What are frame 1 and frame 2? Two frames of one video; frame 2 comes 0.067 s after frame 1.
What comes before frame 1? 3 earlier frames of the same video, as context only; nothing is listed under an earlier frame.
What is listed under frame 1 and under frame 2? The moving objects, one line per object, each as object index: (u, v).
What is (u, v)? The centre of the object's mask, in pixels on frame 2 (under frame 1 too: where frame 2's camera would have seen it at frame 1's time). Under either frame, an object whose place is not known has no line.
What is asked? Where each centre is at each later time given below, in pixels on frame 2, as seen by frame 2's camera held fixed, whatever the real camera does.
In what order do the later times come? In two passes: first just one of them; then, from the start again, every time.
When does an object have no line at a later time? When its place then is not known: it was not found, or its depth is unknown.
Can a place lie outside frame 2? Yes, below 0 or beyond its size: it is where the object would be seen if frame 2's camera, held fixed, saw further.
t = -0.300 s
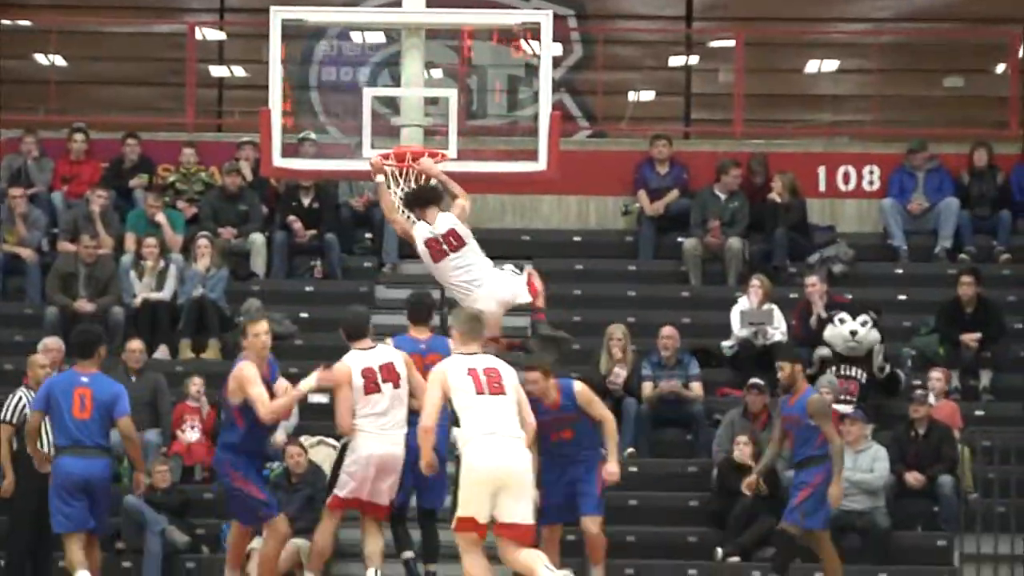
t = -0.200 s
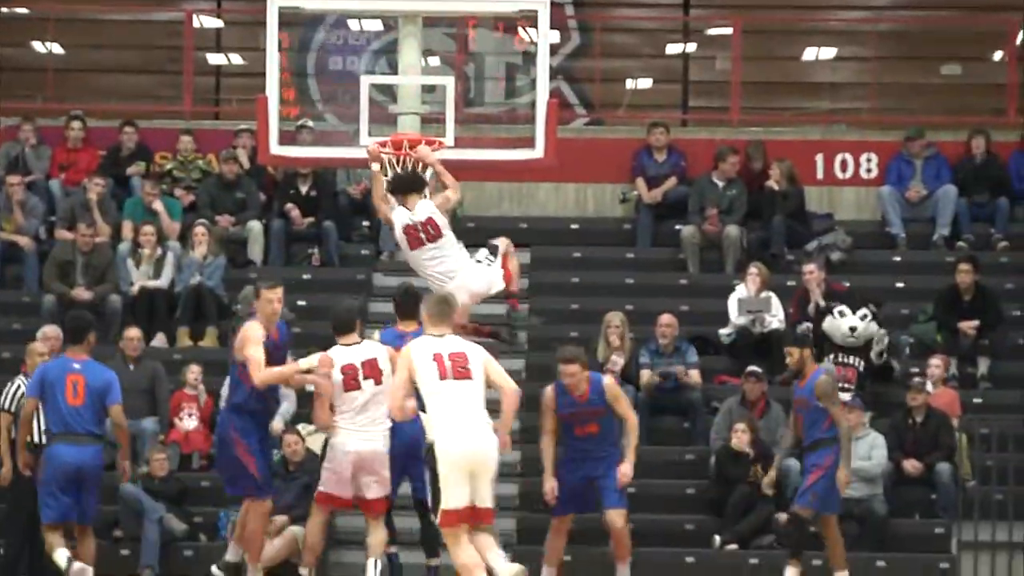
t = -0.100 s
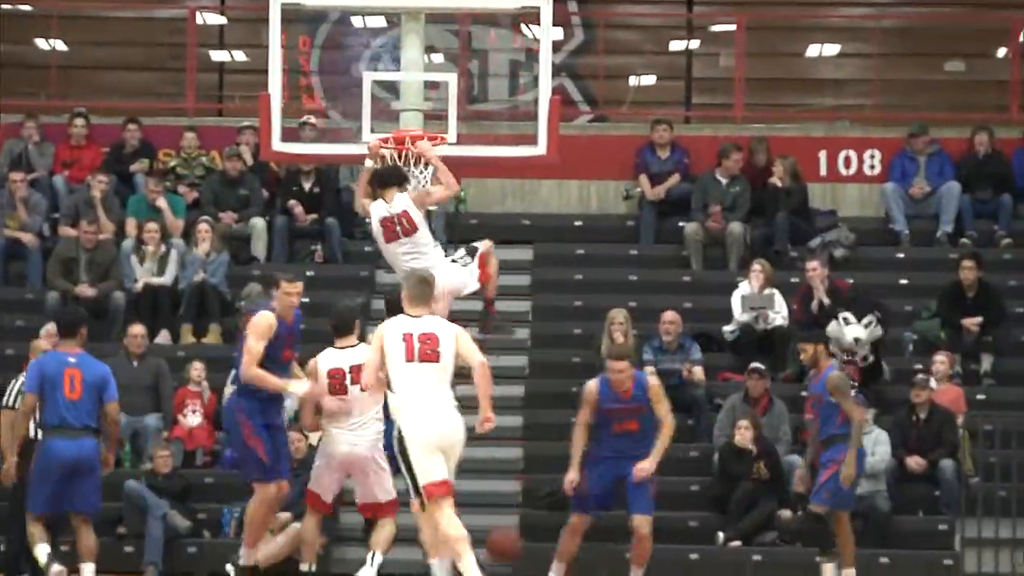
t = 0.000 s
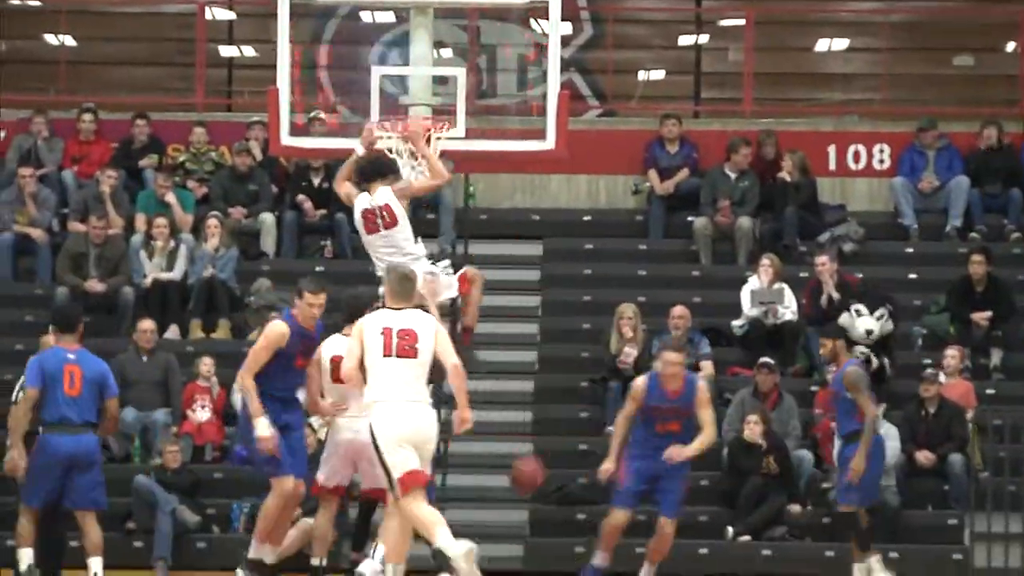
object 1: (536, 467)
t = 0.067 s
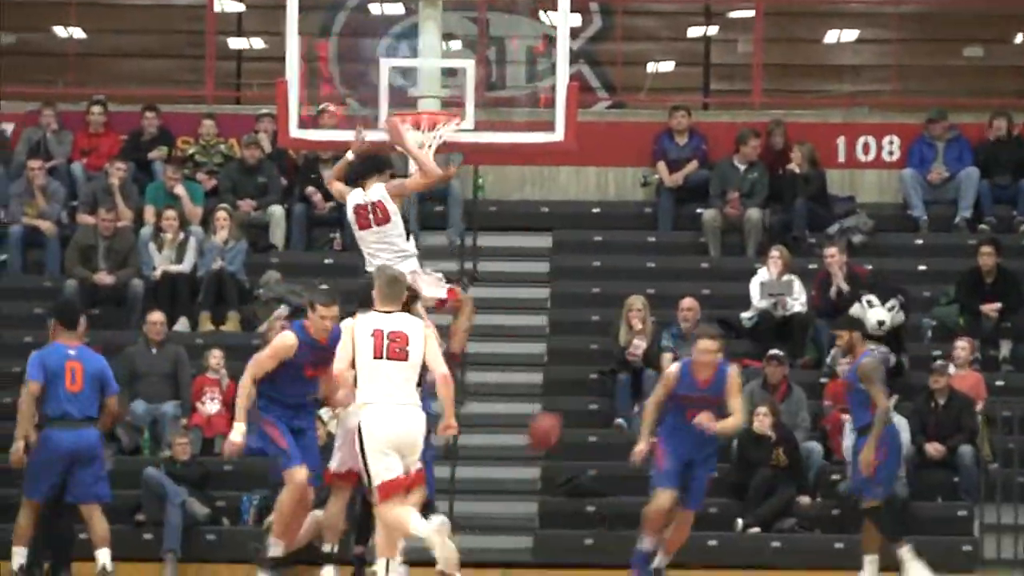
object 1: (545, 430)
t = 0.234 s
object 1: (568, 374)
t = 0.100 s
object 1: (551, 414)
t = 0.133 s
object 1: (554, 403)
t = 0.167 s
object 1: (559, 392)
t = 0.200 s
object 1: (564, 381)
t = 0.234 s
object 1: (568, 374)
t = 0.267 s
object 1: (572, 367)
